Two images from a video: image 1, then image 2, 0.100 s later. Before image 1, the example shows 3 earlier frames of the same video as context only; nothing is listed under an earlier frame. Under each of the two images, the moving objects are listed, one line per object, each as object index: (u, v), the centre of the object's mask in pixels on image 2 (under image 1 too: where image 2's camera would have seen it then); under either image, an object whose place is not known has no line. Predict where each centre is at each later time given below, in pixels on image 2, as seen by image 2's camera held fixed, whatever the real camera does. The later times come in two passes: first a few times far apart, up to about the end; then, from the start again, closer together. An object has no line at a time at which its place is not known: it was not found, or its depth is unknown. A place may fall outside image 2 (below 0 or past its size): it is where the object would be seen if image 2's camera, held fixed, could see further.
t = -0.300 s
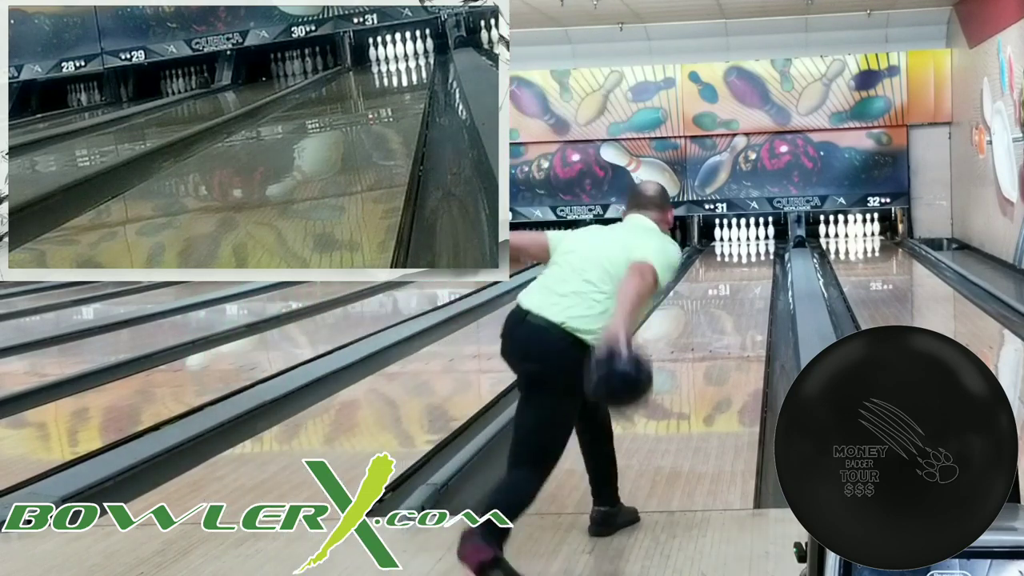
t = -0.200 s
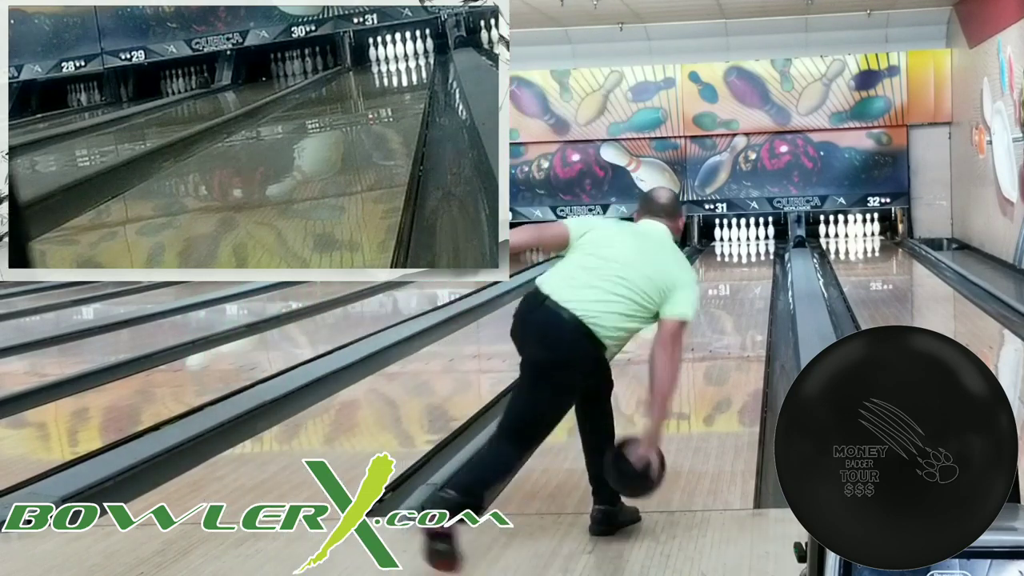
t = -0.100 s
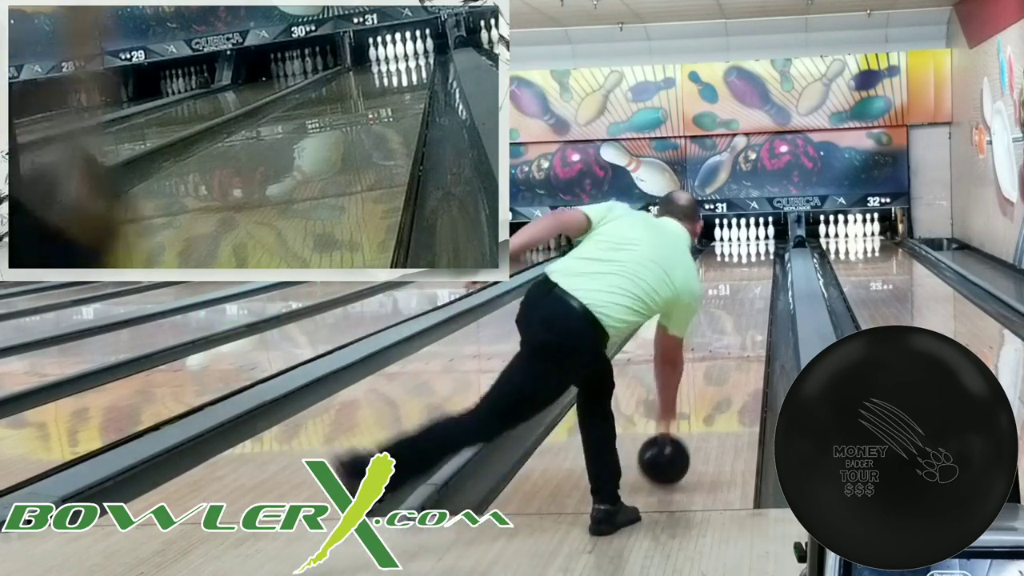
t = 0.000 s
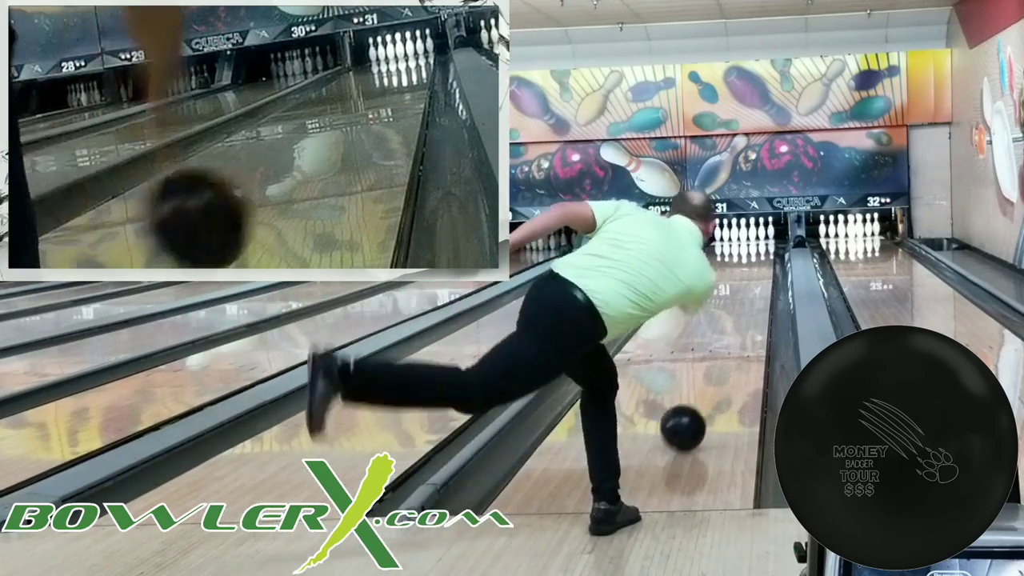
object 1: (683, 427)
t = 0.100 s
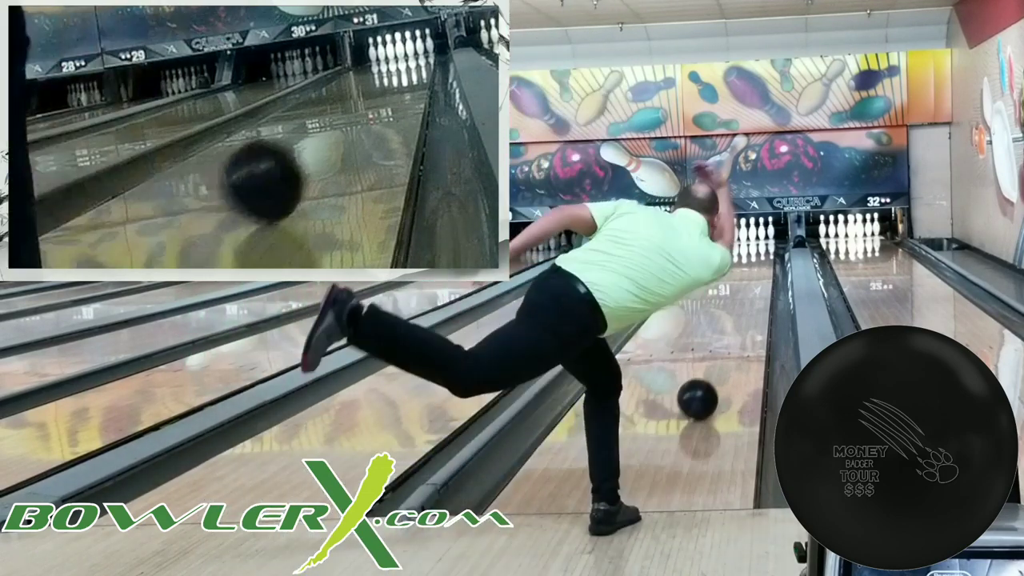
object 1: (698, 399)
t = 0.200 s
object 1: (709, 375)
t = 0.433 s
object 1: (732, 335)
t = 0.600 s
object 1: (738, 316)
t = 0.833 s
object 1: (747, 295)
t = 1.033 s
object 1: (752, 281)
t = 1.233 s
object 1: (755, 269)
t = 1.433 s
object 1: (756, 260)
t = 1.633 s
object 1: (756, 251)
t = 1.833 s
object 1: (753, 245)
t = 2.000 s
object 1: (748, 242)
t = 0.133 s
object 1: (702, 391)
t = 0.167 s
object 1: (705, 383)
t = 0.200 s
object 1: (709, 375)
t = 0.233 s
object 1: (713, 369)
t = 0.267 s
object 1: (716, 363)
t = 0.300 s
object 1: (718, 357)
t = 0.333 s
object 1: (721, 351)
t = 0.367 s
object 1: (719, 348)
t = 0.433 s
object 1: (732, 335)
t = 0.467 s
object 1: (730, 332)
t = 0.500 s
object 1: (732, 328)
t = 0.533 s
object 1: (734, 324)
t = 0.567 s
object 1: (736, 320)
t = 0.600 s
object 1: (738, 316)
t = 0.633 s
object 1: (739, 313)
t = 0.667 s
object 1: (741, 310)
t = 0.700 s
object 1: (742, 306)
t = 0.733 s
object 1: (743, 303)
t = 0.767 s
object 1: (745, 300)
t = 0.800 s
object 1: (746, 298)
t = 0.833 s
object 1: (747, 295)
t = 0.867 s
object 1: (748, 292)
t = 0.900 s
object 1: (749, 290)
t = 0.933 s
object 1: (750, 287)
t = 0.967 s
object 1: (750, 285)
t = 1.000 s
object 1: (751, 283)
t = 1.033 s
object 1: (752, 281)
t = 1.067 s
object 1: (753, 279)
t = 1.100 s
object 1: (753, 277)
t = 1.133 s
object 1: (754, 275)
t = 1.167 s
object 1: (754, 273)
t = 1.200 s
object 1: (755, 271)
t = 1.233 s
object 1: (755, 269)
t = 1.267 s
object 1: (755, 268)
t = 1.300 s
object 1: (756, 266)
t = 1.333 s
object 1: (756, 264)
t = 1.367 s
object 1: (756, 263)
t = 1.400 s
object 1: (756, 261)
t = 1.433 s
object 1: (756, 260)
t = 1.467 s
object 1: (757, 258)
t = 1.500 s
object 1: (757, 257)
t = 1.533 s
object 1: (757, 255)
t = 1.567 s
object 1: (757, 254)
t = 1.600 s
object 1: (757, 253)
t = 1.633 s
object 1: (756, 251)
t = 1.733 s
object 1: (755, 249)
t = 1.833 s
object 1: (753, 245)
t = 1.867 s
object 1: (752, 244)
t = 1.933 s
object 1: (750, 243)
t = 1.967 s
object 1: (749, 243)
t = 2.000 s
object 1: (748, 242)
